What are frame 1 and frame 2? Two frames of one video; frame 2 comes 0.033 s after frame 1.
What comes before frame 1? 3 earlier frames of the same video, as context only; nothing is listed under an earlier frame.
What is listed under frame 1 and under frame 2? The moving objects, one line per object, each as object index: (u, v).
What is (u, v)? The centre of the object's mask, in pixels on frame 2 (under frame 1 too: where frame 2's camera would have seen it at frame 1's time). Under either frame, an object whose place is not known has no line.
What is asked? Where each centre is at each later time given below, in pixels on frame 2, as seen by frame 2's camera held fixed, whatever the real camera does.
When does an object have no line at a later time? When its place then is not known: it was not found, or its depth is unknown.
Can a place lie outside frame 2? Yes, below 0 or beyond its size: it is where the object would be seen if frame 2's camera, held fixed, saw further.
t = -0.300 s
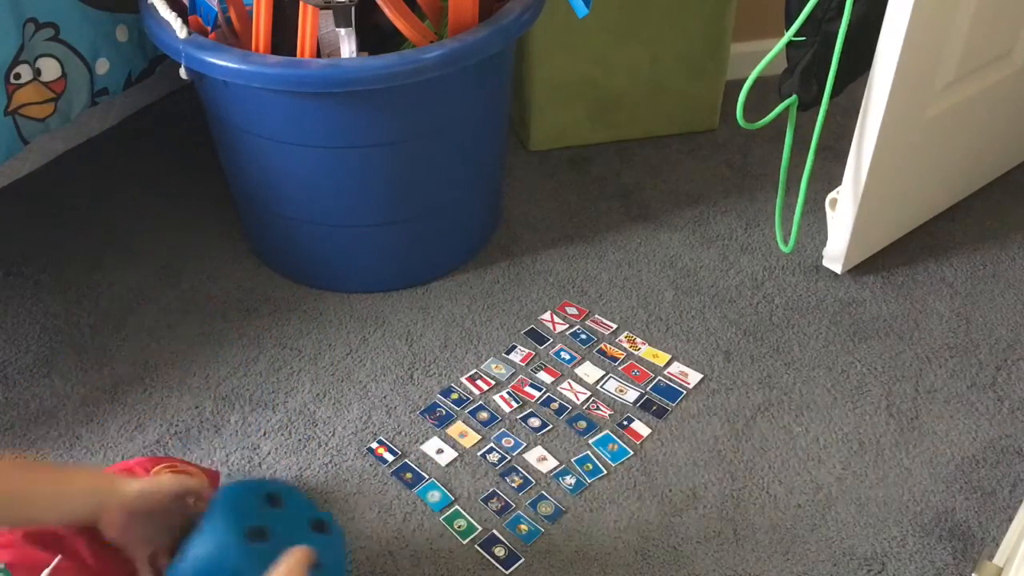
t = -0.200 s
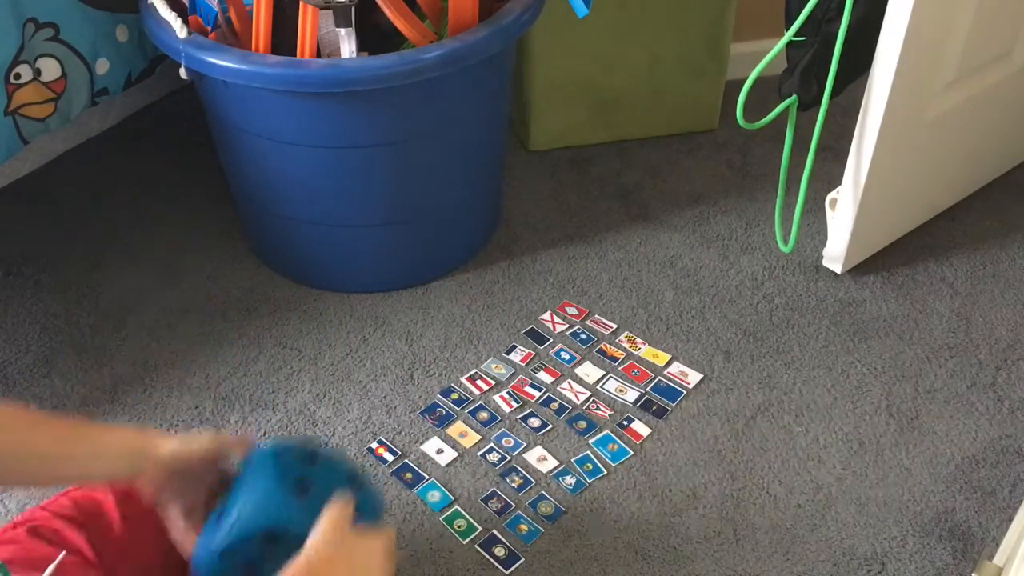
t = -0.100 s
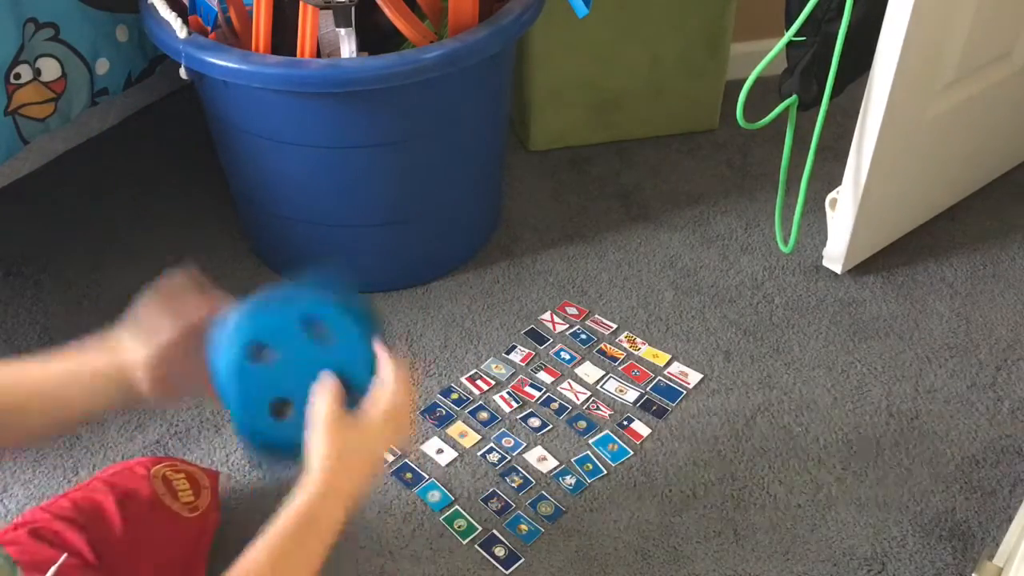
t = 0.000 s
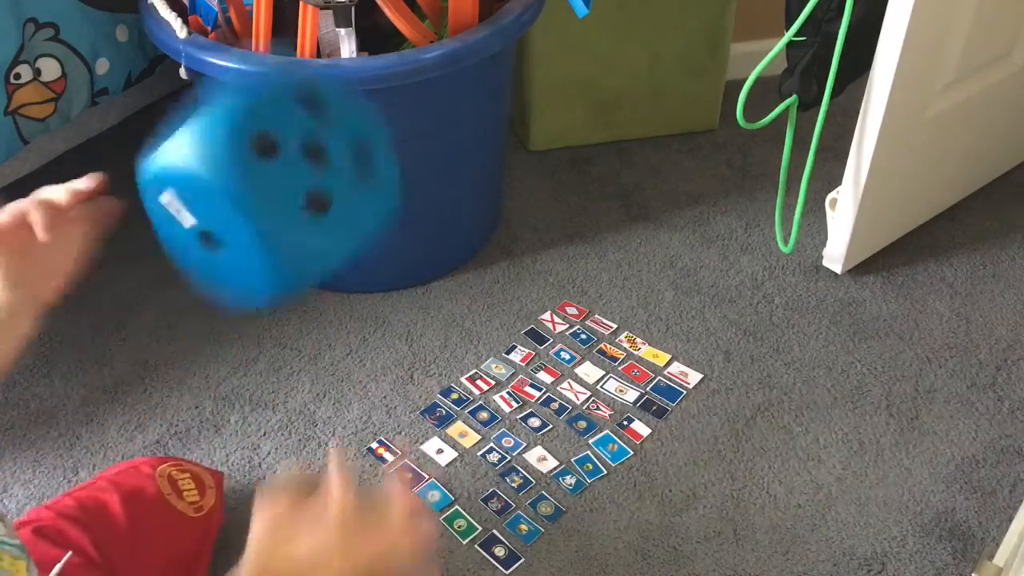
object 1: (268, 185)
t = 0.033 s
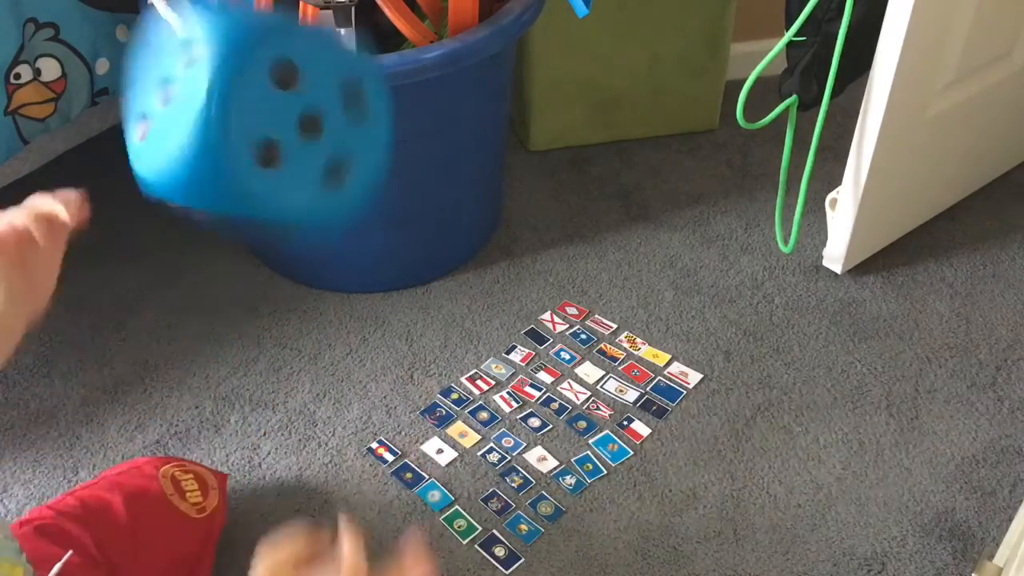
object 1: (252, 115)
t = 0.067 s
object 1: (245, 89)
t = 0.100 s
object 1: (233, 64)
